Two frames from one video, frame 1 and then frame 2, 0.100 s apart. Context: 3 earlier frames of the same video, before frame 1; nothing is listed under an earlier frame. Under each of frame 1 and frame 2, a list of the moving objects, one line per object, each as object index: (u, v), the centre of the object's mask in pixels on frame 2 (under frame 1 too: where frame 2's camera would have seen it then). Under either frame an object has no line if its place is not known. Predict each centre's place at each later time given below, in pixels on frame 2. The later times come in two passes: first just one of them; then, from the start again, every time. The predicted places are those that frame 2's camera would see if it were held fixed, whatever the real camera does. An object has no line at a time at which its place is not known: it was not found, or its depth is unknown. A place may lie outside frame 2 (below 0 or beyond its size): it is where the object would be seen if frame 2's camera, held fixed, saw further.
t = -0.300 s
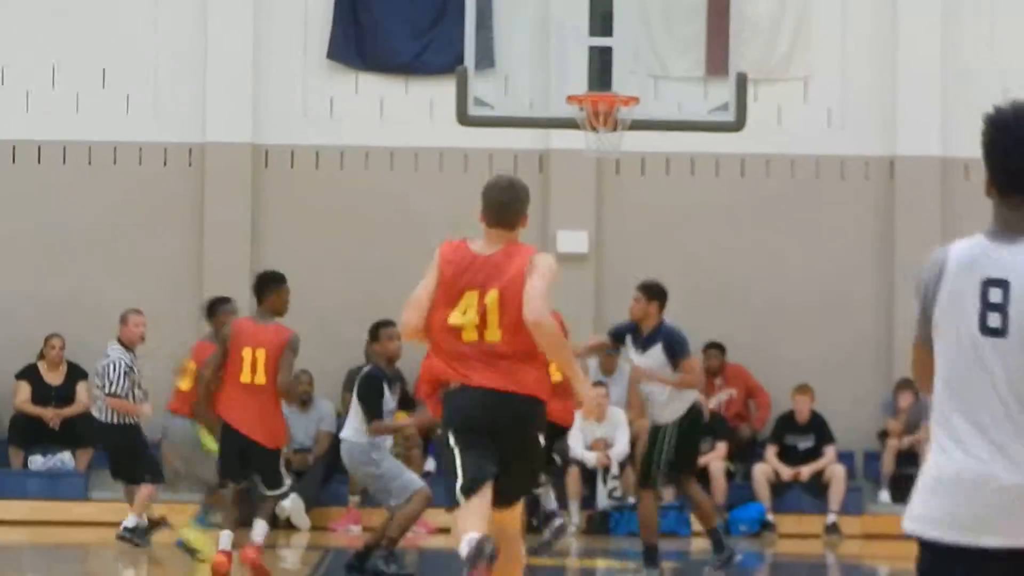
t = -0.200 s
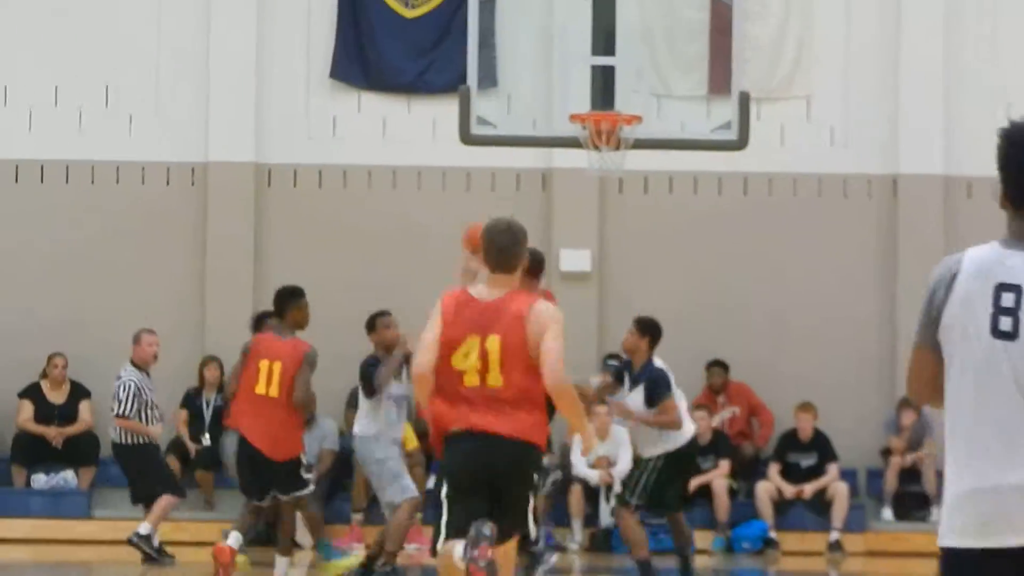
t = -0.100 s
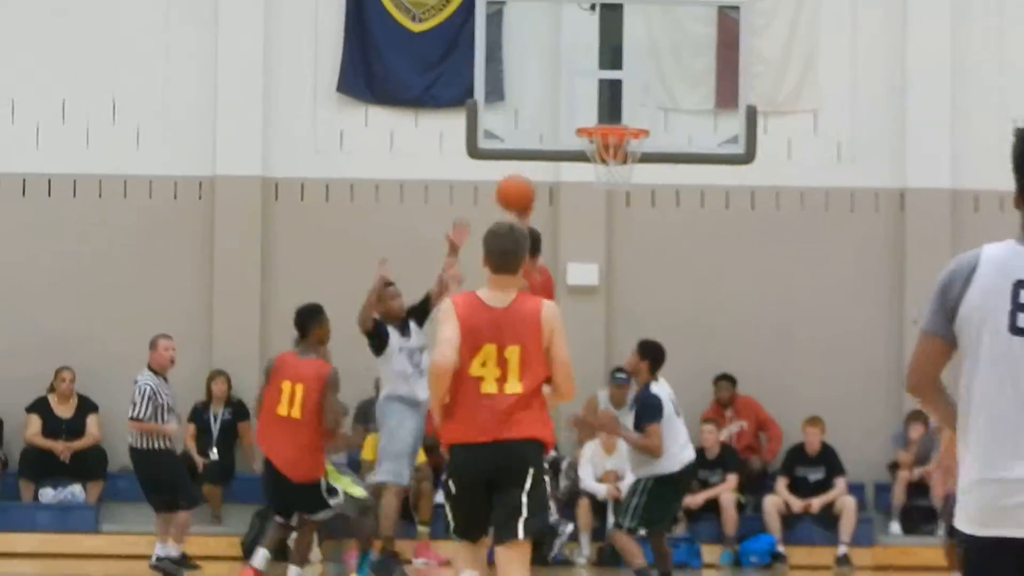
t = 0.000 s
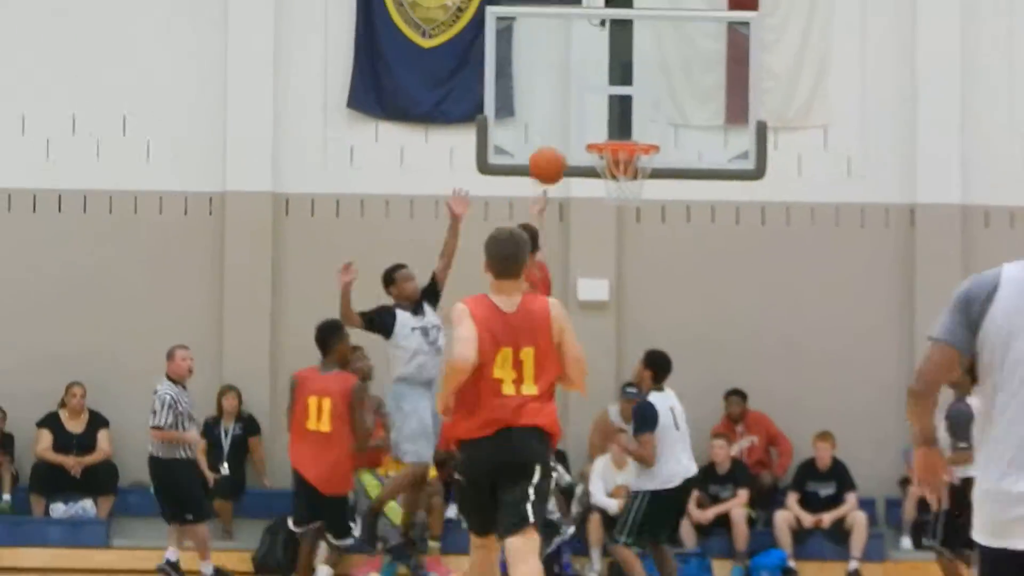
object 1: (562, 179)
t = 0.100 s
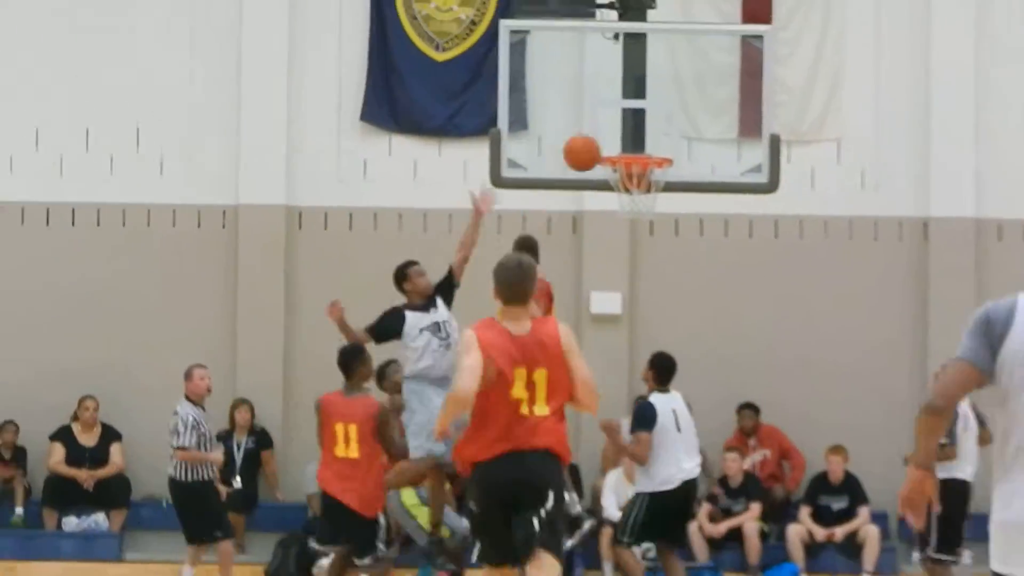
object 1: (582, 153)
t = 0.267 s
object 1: (615, 144)
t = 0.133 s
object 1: (589, 147)
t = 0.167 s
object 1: (596, 144)
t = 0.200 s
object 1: (601, 142)
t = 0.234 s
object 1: (608, 143)
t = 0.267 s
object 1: (615, 144)
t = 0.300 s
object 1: (622, 148)
